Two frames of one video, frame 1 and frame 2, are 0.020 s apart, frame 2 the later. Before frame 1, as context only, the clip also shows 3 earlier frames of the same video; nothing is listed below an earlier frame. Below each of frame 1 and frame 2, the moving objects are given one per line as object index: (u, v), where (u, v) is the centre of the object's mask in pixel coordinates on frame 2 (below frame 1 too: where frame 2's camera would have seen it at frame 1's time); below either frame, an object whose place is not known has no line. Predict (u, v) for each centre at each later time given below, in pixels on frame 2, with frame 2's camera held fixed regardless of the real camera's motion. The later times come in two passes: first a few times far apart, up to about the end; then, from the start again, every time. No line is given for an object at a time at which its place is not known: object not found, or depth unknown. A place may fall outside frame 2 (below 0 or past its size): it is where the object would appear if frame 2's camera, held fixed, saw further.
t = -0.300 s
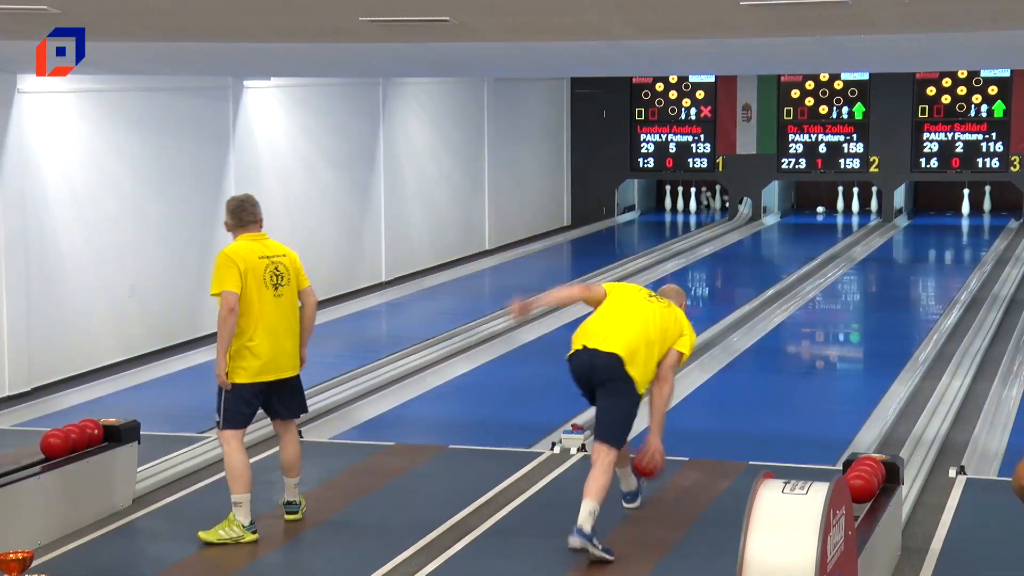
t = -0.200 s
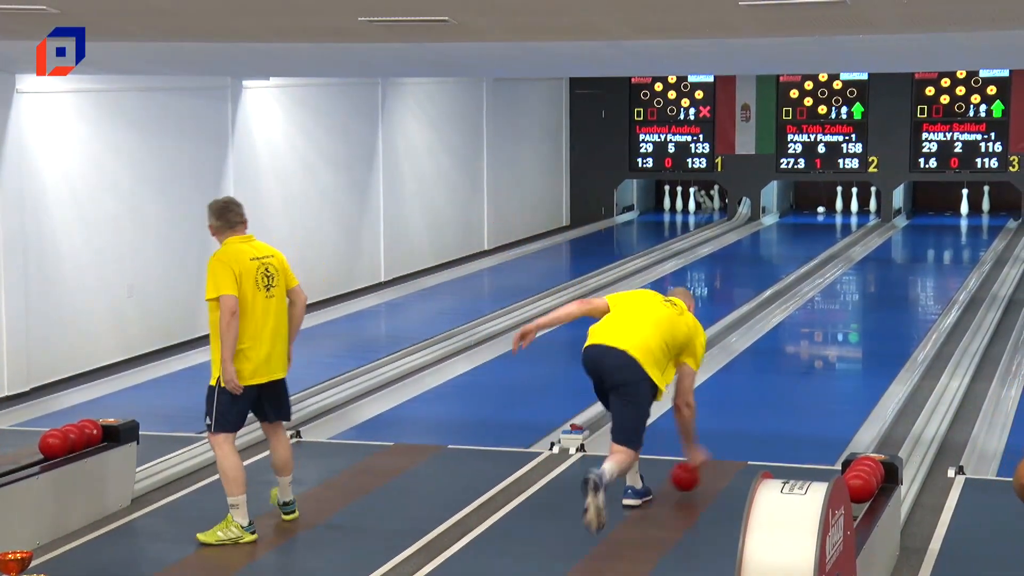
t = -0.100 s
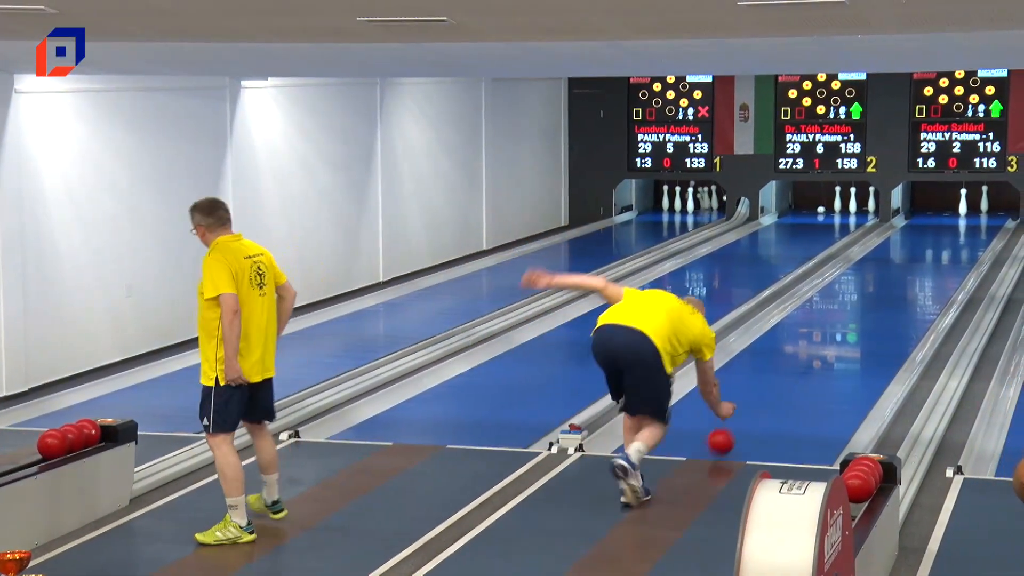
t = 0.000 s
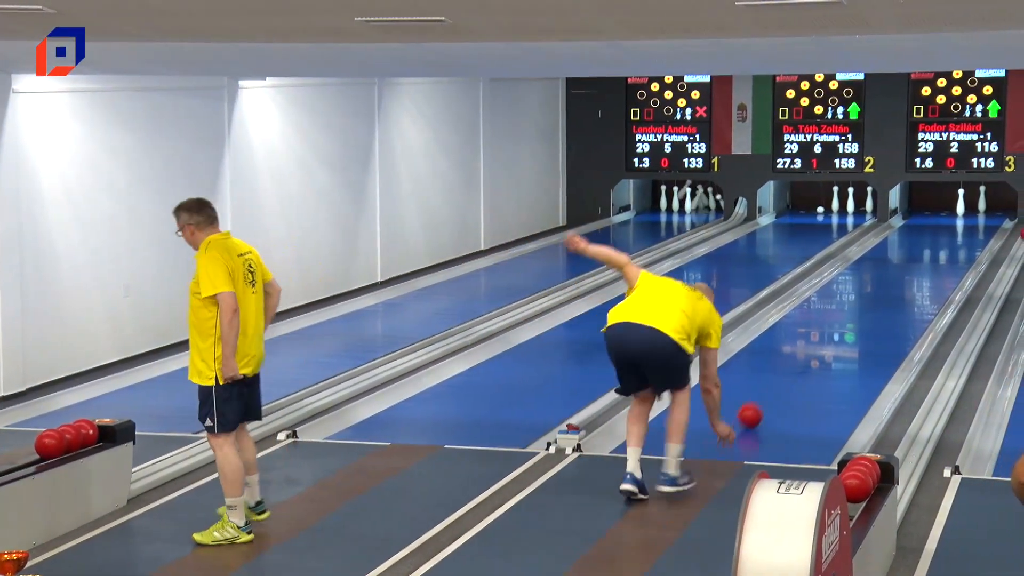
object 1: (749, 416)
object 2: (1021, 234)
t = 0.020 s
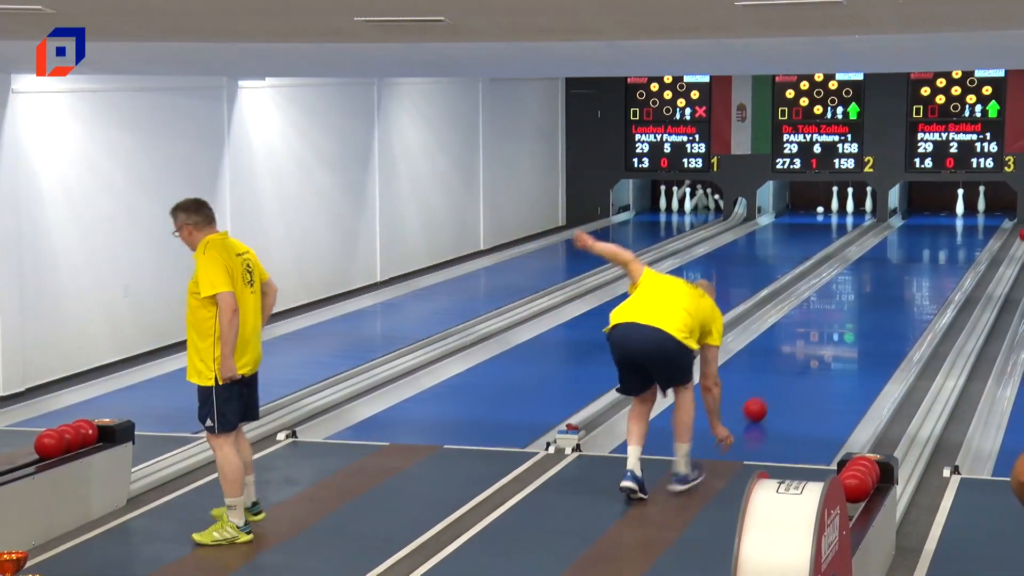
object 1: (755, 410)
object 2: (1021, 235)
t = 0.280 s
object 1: (815, 352)
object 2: (1022, 241)
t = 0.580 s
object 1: (862, 305)
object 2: (1017, 249)
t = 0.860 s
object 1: (894, 274)
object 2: (1012, 258)
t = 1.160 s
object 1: (919, 249)
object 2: (1007, 268)
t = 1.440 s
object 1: (937, 231)
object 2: (1001, 278)
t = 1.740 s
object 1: (952, 214)
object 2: (995, 290)
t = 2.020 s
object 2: (988, 302)
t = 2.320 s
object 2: (980, 317)
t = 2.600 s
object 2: (972, 332)
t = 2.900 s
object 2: (962, 350)
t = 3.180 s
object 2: (952, 369)
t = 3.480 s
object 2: (940, 392)
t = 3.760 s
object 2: (926, 417)
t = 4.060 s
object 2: (910, 449)
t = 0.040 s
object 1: (760, 405)
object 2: (1022, 235)
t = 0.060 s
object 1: (766, 399)
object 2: (1022, 235)
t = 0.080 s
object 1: (771, 394)
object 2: (1022, 236)
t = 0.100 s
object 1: (776, 389)
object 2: (1022, 236)
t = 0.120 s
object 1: (780, 385)
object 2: (1022, 237)
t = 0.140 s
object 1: (785, 380)
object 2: (1023, 237)
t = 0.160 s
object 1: (790, 376)
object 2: (1023, 238)
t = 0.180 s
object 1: (795, 371)
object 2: (1022, 238)
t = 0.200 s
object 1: (799, 367)
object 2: (1022, 239)
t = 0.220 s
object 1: (803, 363)
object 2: (1022, 239)
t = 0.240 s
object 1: (807, 360)
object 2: (1022, 240)
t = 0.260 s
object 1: (811, 356)
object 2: (1022, 240)
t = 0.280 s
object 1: (815, 352)
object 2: (1022, 241)
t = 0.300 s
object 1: (819, 348)
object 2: (1022, 241)
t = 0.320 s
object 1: (822, 345)
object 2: (1021, 242)
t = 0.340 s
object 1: (825, 341)
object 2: (1021, 242)
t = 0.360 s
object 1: (829, 338)
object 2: (1021, 243)
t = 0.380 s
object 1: (833, 334)
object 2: (1020, 244)
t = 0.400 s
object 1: (836, 331)
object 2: (1020, 244)
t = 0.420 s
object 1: (839, 328)
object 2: (1020, 245)
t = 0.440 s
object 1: (842, 325)
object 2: (1019, 245)
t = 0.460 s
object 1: (845, 322)
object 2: (1019, 246)
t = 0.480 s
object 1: (848, 319)
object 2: (1019, 246)
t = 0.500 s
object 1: (851, 316)
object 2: (1018, 247)
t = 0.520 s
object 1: (854, 313)
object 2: (1018, 248)
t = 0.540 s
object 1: (856, 311)
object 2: (1018, 248)
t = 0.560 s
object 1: (859, 308)
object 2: (1017, 249)
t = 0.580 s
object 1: (862, 305)
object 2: (1017, 249)
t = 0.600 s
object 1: (865, 303)
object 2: (1017, 250)
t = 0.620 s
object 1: (867, 300)
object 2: (1016, 250)
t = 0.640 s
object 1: (870, 298)
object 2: (1016, 251)
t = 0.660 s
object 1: (872, 295)
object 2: (1016, 252)
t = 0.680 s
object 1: (875, 293)
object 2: (1016, 252)
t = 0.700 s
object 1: (877, 291)
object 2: (1015, 253)
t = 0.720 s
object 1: (879, 289)
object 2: (1015, 254)
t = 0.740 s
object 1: (882, 286)
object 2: (1014, 254)
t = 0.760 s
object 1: (884, 284)
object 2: (1014, 255)
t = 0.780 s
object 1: (886, 282)
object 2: (1014, 255)
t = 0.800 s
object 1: (888, 280)
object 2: (1014, 256)
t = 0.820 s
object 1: (890, 278)
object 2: (1013, 257)
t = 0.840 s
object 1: (891, 276)
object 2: (1013, 257)
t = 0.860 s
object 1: (894, 274)
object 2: (1012, 258)
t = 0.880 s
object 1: (896, 272)
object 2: (1012, 258)
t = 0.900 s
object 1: (898, 270)
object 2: (1011, 259)
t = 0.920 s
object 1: (899, 268)
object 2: (1011, 260)
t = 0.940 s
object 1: (901, 266)
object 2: (1011, 260)
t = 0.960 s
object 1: (903, 265)
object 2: (1011, 261)
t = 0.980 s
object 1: (905, 263)
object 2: (1010, 262)
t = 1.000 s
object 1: (906, 261)
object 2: (1010, 262)
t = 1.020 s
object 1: (908, 260)
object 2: (1009, 263)
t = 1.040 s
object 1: (910, 258)
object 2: (1009, 264)
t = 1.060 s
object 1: (912, 257)
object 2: (1009, 264)
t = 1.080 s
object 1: (913, 255)
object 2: (1008, 265)
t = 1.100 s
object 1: (915, 253)
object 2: (1008, 266)
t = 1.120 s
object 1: (916, 252)
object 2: (1008, 266)
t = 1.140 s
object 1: (918, 251)
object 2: (1007, 267)
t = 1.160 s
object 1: (919, 249)
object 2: (1007, 268)
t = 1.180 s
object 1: (921, 247)
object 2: (1006, 269)
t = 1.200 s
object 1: (922, 246)
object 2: (1006, 269)
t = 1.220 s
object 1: (924, 244)
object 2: (1006, 270)
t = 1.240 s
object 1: (925, 243)
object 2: (1005, 271)
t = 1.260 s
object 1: (926, 242)
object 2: (1005, 271)
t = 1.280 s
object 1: (927, 240)
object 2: (1004, 272)
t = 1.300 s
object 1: (929, 239)
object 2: (1004, 273)
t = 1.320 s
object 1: (930, 238)
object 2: (1004, 273)
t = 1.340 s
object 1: (931, 236)
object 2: (1003, 274)
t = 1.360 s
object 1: (932, 235)
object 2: (1003, 275)
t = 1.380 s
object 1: (934, 234)
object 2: (1003, 276)
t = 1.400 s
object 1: (935, 233)
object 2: (1002, 277)
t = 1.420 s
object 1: (936, 232)
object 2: (1002, 277)
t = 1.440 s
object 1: (937, 231)
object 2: (1001, 278)
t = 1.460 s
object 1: (939, 229)
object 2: (1001, 279)
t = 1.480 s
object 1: (940, 228)
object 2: (1000, 279)
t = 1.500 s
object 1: (941, 227)
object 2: (1000, 280)
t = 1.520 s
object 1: (942, 226)
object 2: (1000, 281)
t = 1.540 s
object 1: (943, 225)
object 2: (999, 282)
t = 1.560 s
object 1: (944, 224)
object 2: (999, 282)
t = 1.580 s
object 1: (945, 223)
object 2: (998, 283)
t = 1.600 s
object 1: (946, 221)
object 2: (998, 284)
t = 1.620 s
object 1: (947, 221)
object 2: (997, 285)
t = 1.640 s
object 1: (948, 220)
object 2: (997, 286)
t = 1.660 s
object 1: (949, 218)
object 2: (996, 286)
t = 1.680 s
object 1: (950, 217)
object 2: (996, 287)
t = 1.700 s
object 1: (951, 216)
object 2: (996, 288)
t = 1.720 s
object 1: (951, 215)
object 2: (995, 289)
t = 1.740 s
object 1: (952, 214)
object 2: (995, 290)
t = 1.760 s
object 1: (953, 213)
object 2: (994, 291)
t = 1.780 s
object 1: (954, 212)
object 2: (994, 291)
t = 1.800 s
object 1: (954, 211)
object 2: (993, 292)
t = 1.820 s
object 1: (954, 210)
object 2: (993, 293)
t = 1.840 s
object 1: (953, 210)
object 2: (992, 294)
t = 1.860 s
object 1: (951, 210)
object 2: (992, 295)
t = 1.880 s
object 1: (949, 209)
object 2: (991, 296)
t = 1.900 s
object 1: (947, 209)
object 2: (991, 297)
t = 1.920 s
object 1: (946, 208)
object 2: (991, 297)
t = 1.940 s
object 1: (944, 208)
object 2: (990, 298)
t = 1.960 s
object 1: (942, 208)
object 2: (990, 299)
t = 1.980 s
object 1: (940, 207)
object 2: (989, 300)
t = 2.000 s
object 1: (938, 207)
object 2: (989, 301)
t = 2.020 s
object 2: (988, 302)
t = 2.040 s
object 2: (988, 303)
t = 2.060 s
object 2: (987, 304)
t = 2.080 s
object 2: (987, 305)
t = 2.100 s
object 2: (986, 306)
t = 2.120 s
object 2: (986, 307)
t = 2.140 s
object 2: (985, 308)
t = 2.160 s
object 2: (985, 309)
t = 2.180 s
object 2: (984, 310)
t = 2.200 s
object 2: (983, 311)
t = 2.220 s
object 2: (983, 312)
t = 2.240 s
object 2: (982, 313)
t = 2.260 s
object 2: (982, 314)
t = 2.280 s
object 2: (981, 315)
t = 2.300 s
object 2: (981, 316)
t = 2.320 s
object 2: (980, 317)
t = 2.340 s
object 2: (980, 318)
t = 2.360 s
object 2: (979, 319)
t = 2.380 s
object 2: (979, 320)
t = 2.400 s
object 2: (978, 321)
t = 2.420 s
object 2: (978, 322)
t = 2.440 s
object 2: (977, 323)
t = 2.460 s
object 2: (976, 324)
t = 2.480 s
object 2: (976, 325)
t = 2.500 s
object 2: (975, 326)
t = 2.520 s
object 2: (975, 327)
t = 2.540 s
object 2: (974, 329)
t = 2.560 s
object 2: (973, 329)
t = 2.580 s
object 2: (972, 331)
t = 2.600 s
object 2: (972, 332)
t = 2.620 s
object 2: (971, 333)
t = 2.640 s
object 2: (971, 334)
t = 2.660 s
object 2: (970, 335)
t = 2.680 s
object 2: (969, 336)
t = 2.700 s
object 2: (969, 337)
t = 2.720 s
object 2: (968, 339)
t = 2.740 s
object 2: (967, 340)
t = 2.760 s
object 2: (967, 341)
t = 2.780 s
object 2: (966, 342)
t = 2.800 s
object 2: (965, 343)
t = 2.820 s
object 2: (965, 344)
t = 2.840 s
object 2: (964, 346)
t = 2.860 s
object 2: (963, 347)
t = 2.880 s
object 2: (963, 348)
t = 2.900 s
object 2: (962, 350)
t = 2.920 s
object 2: (961, 351)
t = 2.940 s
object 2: (961, 352)
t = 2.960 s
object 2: (960, 354)
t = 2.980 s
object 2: (959, 355)
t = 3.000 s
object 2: (959, 357)
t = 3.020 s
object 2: (958, 358)
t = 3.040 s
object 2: (957, 359)
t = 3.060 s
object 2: (956, 361)
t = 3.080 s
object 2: (956, 362)
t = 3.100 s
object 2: (955, 363)
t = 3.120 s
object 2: (954, 365)
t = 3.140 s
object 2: (954, 366)
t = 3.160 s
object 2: (953, 367)
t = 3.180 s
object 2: (952, 369)
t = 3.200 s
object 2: (951, 371)
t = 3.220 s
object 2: (950, 372)
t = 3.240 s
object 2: (950, 373)
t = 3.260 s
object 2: (949, 375)
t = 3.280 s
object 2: (948, 376)
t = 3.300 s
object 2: (947, 378)
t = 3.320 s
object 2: (947, 380)
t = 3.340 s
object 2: (946, 381)
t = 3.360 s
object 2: (945, 383)
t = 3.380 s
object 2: (944, 385)
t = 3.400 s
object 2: (943, 386)
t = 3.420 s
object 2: (943, 388)
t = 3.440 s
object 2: (941, 389)
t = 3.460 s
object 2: (941, 391)
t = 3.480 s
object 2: (940, 392)
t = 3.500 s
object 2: (939, 394)
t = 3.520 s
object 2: (938, 396)
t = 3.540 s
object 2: (937, 397)
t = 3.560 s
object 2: (936, 399)
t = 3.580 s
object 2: (935, 401)
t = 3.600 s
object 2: (934, 402)
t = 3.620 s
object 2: (933, 404)
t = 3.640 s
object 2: (933, 406)
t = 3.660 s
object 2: (931, 408)
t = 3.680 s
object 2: (930, 410)
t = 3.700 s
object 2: (930, 412)
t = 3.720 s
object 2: (929, 413)
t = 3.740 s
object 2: (927, 415)
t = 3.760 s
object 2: (926, 417)
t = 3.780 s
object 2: (925, 419)
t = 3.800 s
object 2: (925, 421)
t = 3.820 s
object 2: (923, 422)
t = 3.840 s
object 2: (922, 425)
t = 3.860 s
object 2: (921, 426)
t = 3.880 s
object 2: (920, 429)
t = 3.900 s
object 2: (919, 431)
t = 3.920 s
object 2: (918, 433)
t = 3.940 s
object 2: (917, 435)
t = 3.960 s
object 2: (916, 438)
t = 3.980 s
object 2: (914, 440)
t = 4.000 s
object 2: (913, 442)
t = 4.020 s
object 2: (912, 444)
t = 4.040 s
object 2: (911, 447)
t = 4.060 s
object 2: (910, 449)
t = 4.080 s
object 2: (909, 451)
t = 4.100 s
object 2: (908, 453)
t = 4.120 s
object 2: (907, 455)
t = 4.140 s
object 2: (906, 457)
